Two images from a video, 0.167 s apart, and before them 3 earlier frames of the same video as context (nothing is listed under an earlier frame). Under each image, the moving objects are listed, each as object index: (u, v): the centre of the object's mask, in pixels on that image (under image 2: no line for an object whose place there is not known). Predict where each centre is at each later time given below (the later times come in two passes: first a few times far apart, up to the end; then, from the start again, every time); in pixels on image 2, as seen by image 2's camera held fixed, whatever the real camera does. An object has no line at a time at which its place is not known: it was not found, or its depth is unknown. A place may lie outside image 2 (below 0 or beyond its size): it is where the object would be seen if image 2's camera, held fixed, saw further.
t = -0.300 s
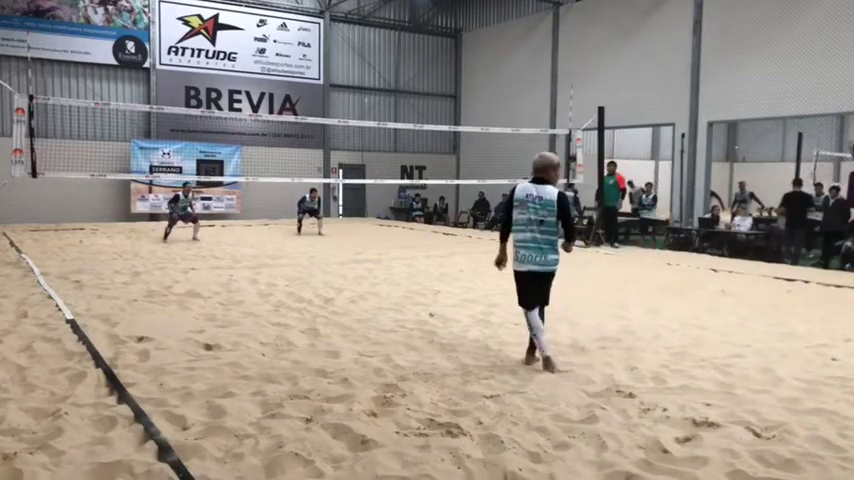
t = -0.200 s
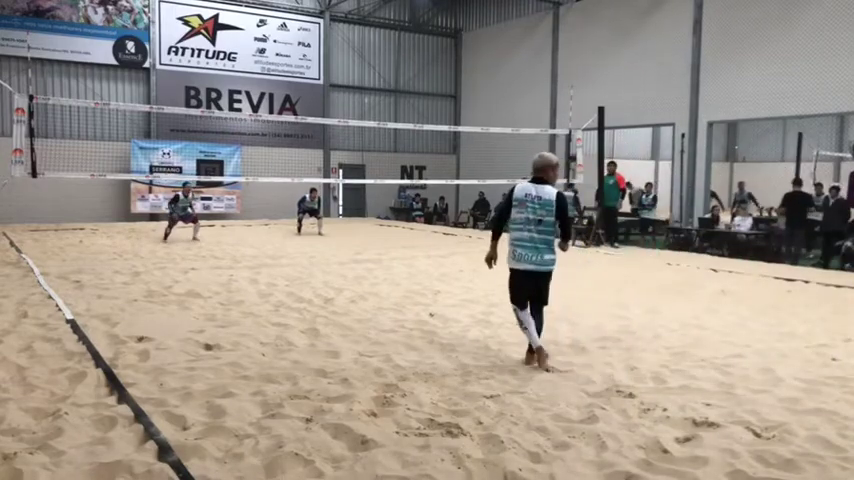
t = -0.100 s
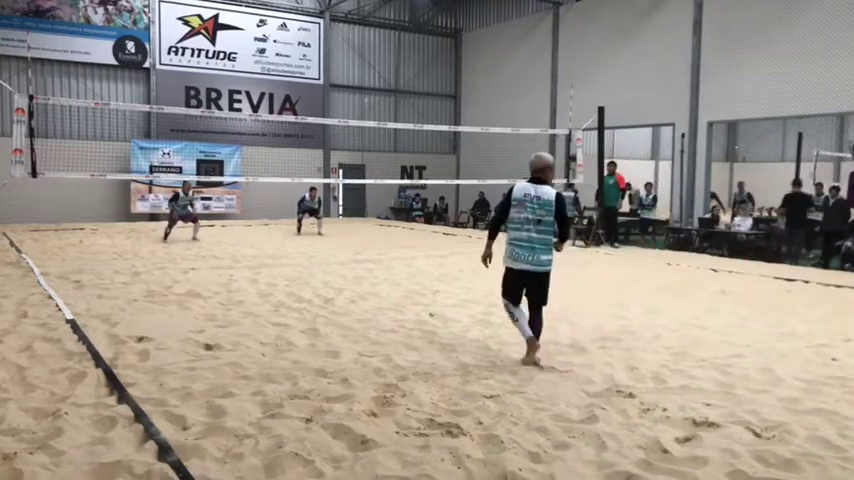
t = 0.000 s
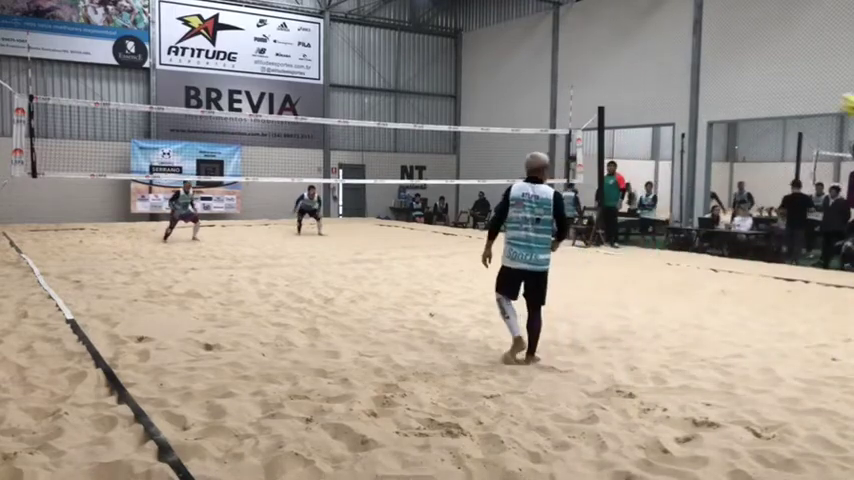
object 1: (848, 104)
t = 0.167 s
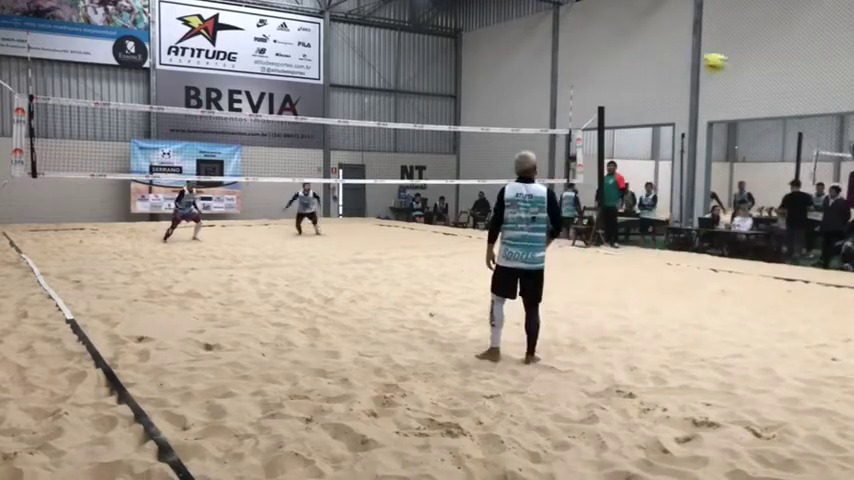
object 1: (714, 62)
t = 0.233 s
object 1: (667, 54)
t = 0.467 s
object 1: (537, 58)
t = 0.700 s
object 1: (441, 96)
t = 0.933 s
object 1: (367, 156)
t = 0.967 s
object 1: (359, 166)
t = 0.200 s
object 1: (690, 57)
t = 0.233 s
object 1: (667, 54)
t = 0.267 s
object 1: (647, 52)
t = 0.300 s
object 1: (626, 50)
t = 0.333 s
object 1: (606, 50)
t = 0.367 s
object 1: (588, 50)
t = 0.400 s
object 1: (570, 53)
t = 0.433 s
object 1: (554, 55)
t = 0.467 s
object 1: (537, 58)
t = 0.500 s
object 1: (521, 62)
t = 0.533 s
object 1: (507, 66)
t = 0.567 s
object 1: (493, 72)
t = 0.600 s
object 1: (479, 78)
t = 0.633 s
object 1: (465, 82)
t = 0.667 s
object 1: (453, 90)
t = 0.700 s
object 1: (441, 96)
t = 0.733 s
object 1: (430, 104)
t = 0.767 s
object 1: (418, 112)
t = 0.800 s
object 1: (407, 119)
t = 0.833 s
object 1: (397, 132)
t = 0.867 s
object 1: (388, 137)
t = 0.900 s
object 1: (377, 146)
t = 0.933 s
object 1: (367, 156)
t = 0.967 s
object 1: (359, 166)
